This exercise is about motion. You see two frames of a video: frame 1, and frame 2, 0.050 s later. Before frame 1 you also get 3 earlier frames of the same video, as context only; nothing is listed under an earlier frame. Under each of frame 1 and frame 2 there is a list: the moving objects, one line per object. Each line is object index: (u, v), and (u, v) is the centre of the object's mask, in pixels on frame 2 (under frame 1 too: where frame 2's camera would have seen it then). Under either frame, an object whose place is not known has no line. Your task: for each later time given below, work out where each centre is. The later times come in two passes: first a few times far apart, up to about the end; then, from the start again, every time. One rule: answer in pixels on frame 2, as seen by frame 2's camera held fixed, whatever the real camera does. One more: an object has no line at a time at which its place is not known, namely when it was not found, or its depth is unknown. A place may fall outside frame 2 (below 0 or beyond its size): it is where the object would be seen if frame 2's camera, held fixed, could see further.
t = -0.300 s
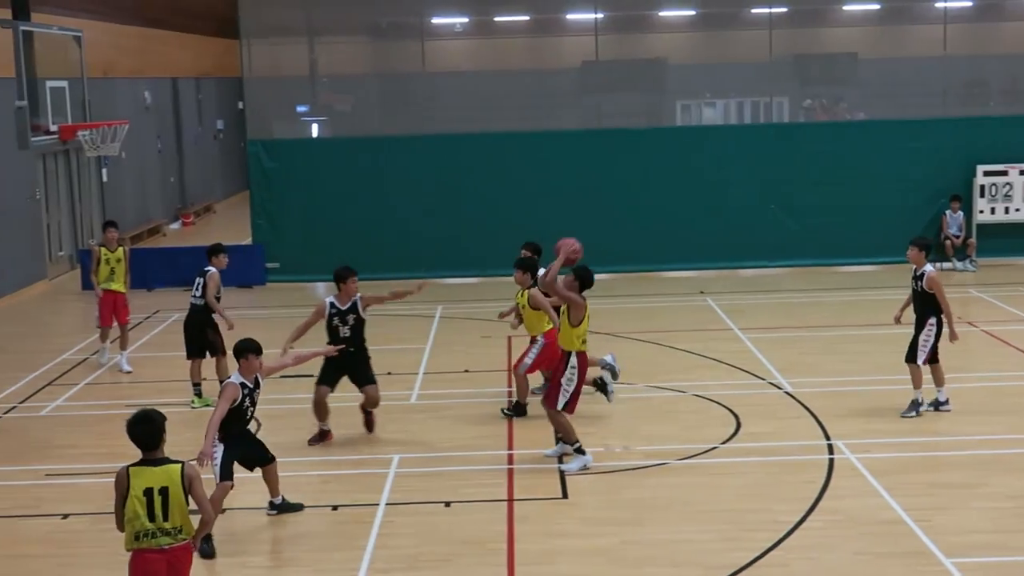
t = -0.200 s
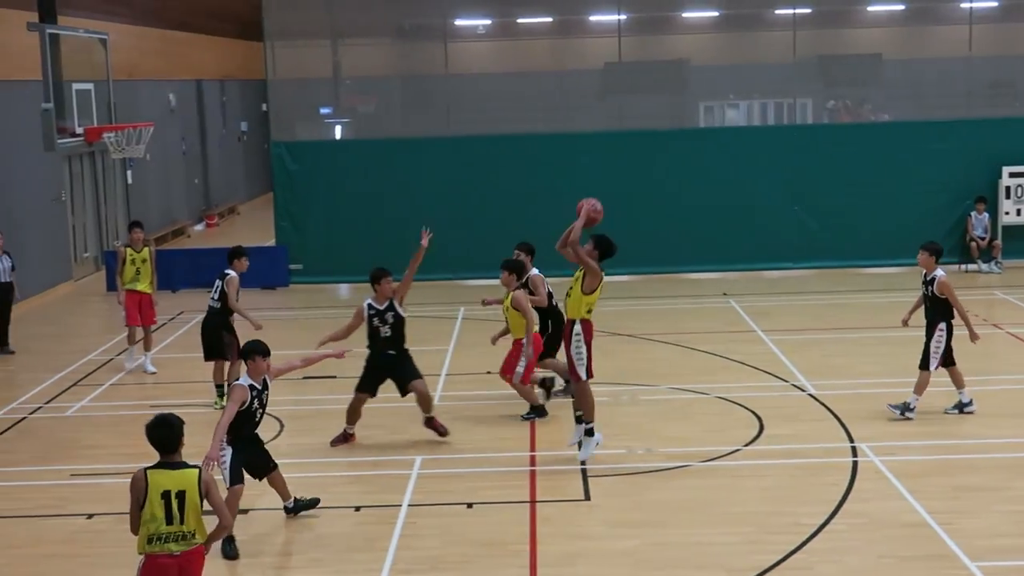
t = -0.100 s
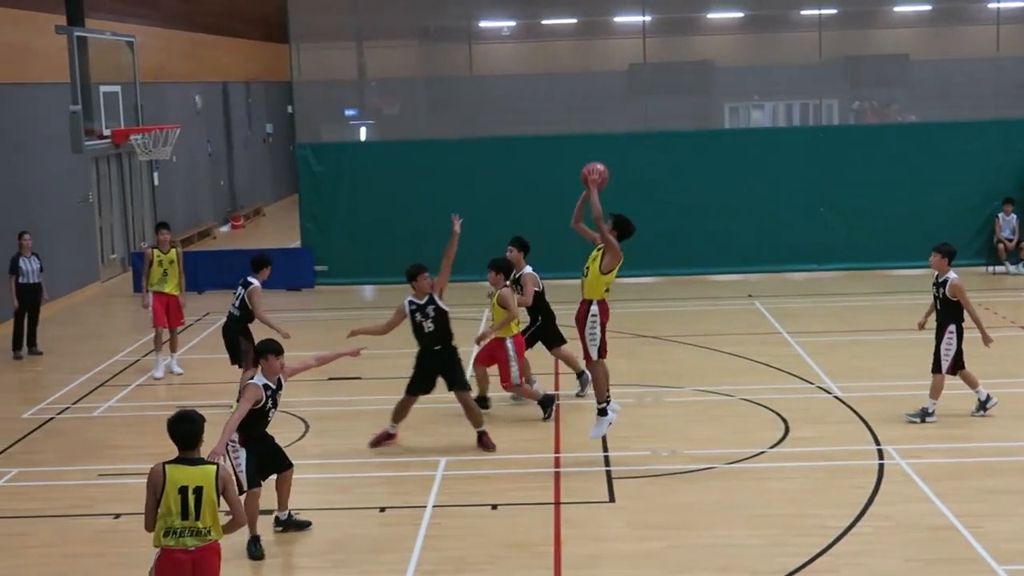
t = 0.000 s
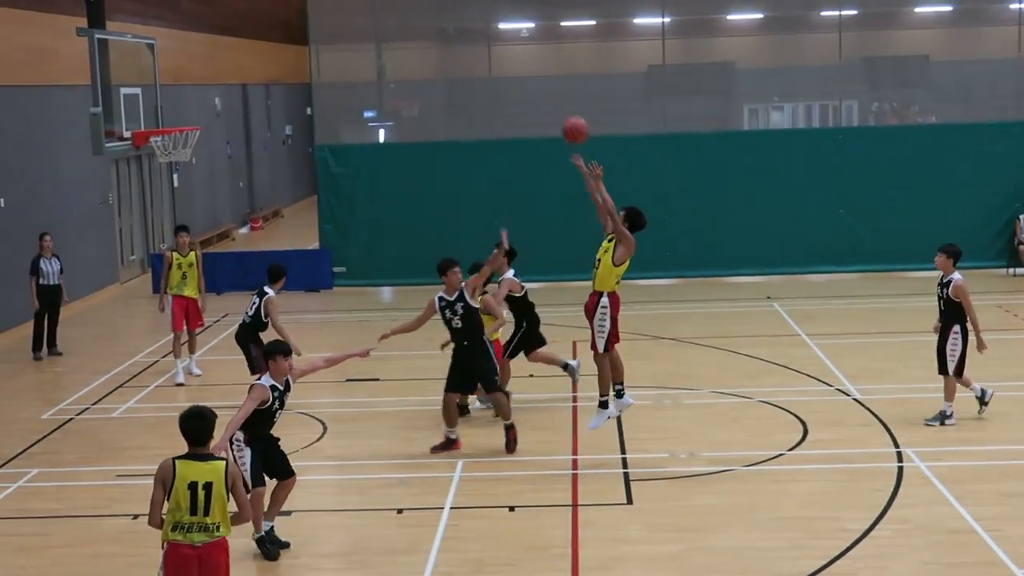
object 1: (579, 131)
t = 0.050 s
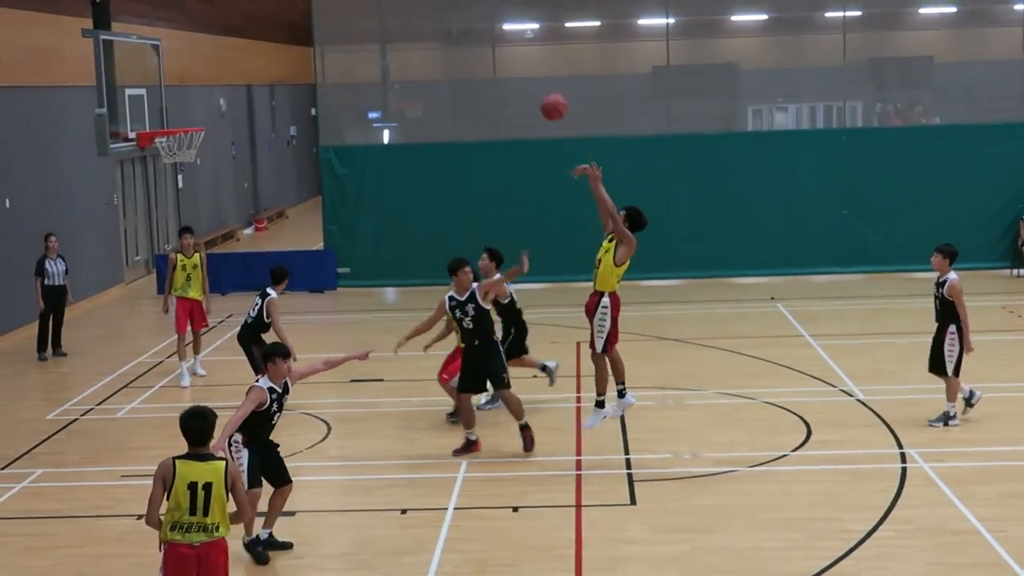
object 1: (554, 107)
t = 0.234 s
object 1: (464, 45)
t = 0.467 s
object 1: (356, 22)
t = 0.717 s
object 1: (253, 65)
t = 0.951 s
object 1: (186, 105)
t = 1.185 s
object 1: (155, 105)
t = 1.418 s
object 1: (181, 115)
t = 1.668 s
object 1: (206, 119)
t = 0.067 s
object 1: (545, 100)
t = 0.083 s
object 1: (537, 93)
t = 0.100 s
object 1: (529, 88)
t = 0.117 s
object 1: (521, 81)
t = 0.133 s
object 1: (513, 74)
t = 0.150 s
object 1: (504, 68)
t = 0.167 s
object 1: (496, 64)
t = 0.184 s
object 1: (488, 58)
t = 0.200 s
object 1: (480, 54)
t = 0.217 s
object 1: (472, 49)
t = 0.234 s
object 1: (464, 45)
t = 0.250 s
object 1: (456, 41)
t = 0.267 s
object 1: (448, 38)
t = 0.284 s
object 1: (439, 35)
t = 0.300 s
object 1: (432, 32)
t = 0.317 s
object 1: (423, 29)
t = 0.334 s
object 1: (416, 27)
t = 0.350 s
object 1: (408, 25)
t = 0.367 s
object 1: (401, 24)
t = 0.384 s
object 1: (393, 23)
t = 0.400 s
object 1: (386, 22)
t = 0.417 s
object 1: (379, 21)
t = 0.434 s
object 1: (371, 21)
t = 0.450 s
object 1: (364, 21)
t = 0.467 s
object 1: (356, 22)
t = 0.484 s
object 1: (349, 23)
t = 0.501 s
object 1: (343, 23)
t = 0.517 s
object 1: (335, 25)
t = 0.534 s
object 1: (329, 27)
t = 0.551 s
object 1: (321, 28)
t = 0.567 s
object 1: (314, 30)
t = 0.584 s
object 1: (307, 33)
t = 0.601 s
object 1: (300, 36)
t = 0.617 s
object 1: (293, 39)
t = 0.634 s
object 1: (287, 42)
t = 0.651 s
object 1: (280, 46)
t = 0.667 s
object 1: (273, 50)
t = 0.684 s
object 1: (266, 54)
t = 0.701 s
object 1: (260, 59)
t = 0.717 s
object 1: (253, 65)
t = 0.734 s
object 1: (247, 70)
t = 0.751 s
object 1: (241, 74)
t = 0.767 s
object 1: (234, 80)
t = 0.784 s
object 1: (228, 86)
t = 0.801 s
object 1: (221, 92)
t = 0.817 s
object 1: (215, 98)
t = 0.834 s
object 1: (209, 105)
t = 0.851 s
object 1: (203, 111)
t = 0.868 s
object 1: (198, 117)
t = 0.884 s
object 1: (196, 115)
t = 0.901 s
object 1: (193, 112)
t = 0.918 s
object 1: (190, 109)
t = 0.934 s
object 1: (188, 107)
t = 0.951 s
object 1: (186, 105)
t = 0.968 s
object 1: (183, 103)
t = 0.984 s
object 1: (181, 101)
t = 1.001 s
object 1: (179, 100)
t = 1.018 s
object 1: (176, 99)
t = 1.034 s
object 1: (174, 99)
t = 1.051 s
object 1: (172, 98)
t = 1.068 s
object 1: (170, 98)
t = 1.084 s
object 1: (167, 98)
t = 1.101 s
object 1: (165, 98)
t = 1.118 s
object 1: (163, 99)
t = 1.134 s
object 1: (161, 100)
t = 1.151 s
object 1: (159, 101)
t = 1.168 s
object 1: (157, 103)
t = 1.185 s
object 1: (155, 105)
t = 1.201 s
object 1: (154, 105)
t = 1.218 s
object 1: (156, 106)
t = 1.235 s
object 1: (158, 106)
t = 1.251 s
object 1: (161, 107)
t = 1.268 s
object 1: (163, 108)
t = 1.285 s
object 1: (166, 109)
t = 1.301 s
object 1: (168, 110)
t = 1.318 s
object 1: (171, 112)
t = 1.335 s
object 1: (173, 114)
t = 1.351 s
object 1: (175, 116)
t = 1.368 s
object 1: (177, 116)
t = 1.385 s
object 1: (178, 115)
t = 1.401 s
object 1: (180, 115)
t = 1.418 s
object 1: (181, 115)
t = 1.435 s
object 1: (183, 114)
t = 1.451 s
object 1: (185, 114)
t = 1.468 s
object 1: (186, 114)
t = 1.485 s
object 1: (188, 115)
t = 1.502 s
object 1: (190, 116)
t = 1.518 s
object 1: (192, 116)
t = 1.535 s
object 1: (193, 117)
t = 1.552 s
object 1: (195, 116)
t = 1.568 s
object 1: (197, 116)
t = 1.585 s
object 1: (198, 116)
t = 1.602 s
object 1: (200, 116)
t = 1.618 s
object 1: (201, 117)
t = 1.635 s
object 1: (203, 117)
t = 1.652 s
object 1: (205, 118)
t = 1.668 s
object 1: (206, 119)
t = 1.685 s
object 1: (209, 120)
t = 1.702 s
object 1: (211, 122)
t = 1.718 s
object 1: (212, 124)
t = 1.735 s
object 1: (214, 127)
